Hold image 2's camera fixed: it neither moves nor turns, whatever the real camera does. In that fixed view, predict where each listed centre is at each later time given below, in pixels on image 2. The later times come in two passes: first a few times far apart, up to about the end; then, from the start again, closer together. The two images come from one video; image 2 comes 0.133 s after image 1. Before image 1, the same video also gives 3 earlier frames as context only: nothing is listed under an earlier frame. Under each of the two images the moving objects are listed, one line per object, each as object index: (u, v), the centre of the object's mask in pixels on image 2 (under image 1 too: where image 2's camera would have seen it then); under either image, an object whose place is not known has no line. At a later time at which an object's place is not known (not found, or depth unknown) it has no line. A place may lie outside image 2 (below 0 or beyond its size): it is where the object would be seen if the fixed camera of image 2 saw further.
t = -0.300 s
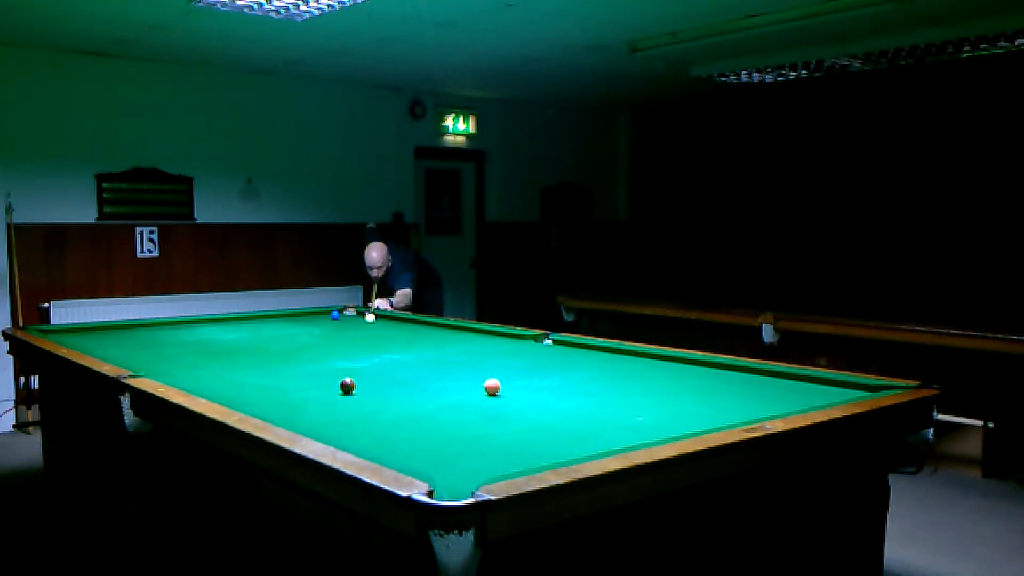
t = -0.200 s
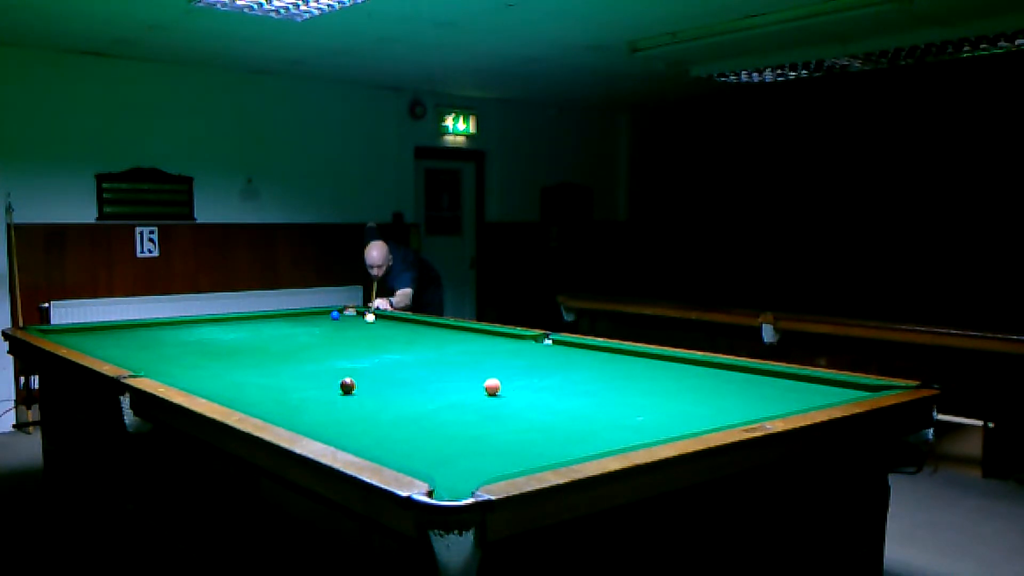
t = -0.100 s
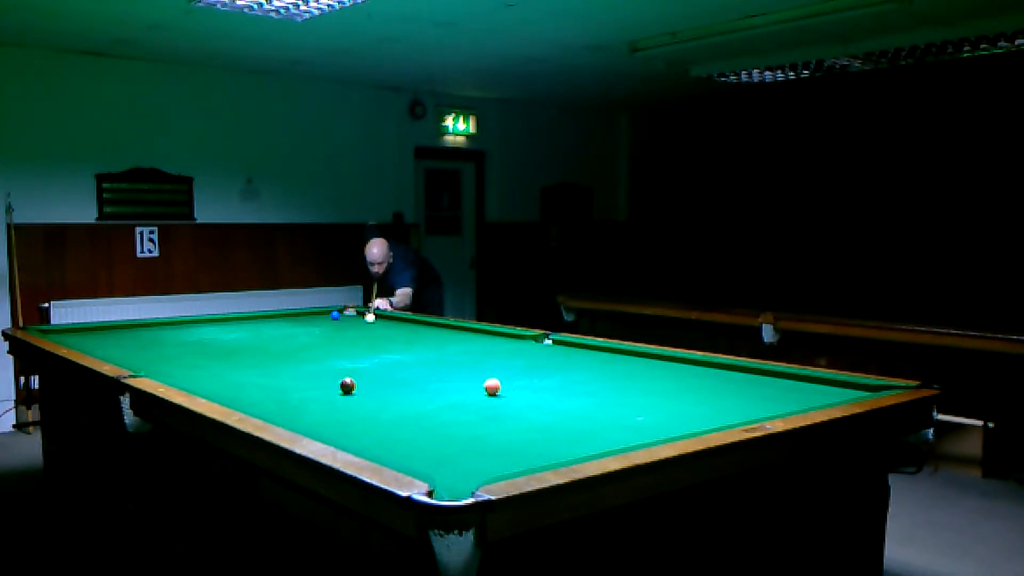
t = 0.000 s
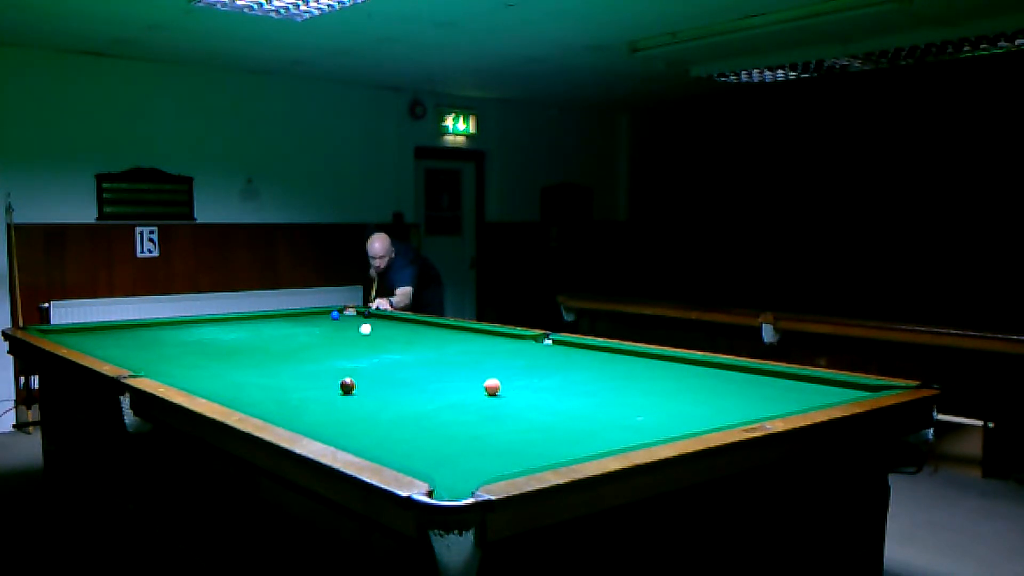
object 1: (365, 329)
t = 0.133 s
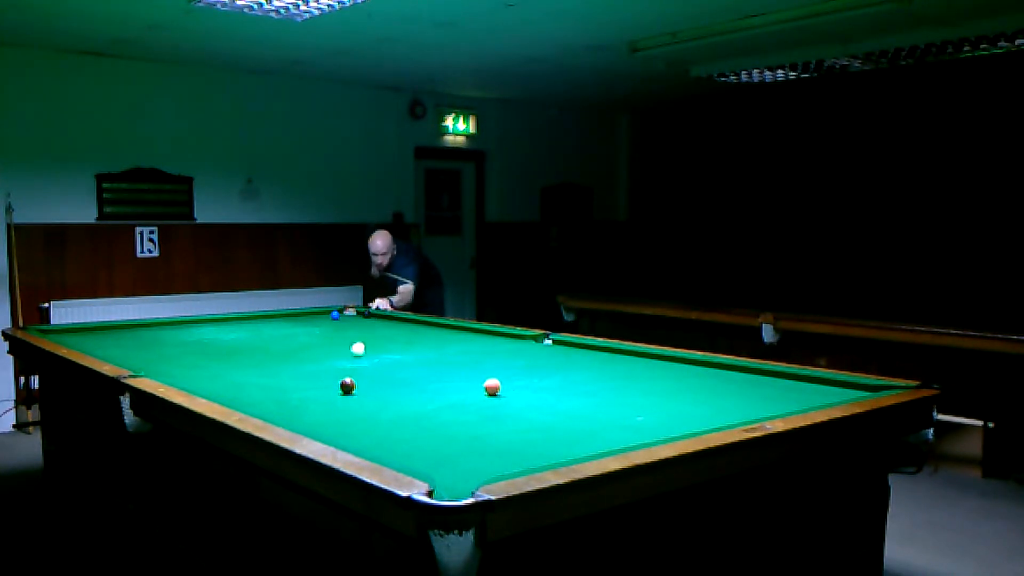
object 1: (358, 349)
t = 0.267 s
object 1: (348, 374)
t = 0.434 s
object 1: (318, 382)
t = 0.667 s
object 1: (279, 382)
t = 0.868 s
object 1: (248, 384)
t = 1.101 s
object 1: (211, 385)
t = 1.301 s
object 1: (204, 385)
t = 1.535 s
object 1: (218, 383)
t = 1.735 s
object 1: (230, 379)
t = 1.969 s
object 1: (241, 376)
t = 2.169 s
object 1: (249, 373)
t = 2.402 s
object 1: (258, 371)
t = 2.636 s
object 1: (265, 369)
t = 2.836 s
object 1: (271, 368)
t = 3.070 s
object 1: (277, 366)
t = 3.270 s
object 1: (281, 365)
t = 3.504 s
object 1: (285, 364)
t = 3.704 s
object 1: (287, 363)
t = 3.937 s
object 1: (290, 362)
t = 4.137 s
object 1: (292, 362)
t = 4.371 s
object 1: (292, 362)
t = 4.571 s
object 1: (293, 362)
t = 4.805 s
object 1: (293, 362)
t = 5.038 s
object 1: (293, 362)
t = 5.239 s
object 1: (293, 362)
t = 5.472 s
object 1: (293, 362)
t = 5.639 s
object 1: (293, 362)
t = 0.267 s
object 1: (348, 374)
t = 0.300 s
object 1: (342, 379)
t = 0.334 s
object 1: (336, 381)
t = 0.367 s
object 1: (329, 381)
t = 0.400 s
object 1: (323, 381)
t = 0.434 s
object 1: (318, 382)
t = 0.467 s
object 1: (312, 382)
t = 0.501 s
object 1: (306, 382)
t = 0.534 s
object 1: (301, 382)
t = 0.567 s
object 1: (296, 382)
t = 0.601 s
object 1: (290, 382)
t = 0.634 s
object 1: (285, 382)
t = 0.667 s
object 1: (279, 382)
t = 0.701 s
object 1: (274, 383)
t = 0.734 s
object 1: (269, 383)
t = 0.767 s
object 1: (263, 383)
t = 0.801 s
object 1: (258, 383)
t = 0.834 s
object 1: (253, 383)
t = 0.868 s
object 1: (248, 384)
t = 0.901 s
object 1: (242, 383)
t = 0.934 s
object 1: (237, 384)
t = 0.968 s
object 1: (232, 384)
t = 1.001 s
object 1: (227, 384)
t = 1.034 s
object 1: (221, 385)
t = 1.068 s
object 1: (216, 385)
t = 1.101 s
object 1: (211, 385)
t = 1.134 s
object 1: (206, 385)
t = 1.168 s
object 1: (201, 385)
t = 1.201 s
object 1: (198, 385)
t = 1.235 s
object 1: (200, 385)
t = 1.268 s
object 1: (202, 385)
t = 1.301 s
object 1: (204, 385)
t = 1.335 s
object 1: (206, 385)
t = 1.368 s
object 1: (208, 385)
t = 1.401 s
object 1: (210, 385)
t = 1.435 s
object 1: (212, 385)
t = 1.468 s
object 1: (214, 384)
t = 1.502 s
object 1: (216, 384)
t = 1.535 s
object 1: (218, 383)
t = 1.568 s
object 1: (220, 383)
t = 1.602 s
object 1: (222, 382)
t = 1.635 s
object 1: (224, 381)
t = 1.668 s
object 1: (226, 380)
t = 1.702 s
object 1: (228, 380)
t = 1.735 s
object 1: (230, 379)
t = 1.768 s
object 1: (231, 379)
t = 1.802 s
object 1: (233, 378)
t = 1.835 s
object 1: (235, 378)
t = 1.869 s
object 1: (236, 378)
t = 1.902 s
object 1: (238, 377)
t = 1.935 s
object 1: (239, 377)
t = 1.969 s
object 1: (241, 376)
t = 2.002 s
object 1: (242, 376)
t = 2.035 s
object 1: (244, 375)
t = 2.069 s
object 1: (245, 375)
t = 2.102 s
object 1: (247, 375)
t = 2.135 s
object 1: (248, 374)
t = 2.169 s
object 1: (249, 373)
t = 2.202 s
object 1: (251, 373)
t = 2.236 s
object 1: (252, 373)
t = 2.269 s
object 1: (253, 373)
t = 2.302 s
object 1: (254, 372)
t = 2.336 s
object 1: (256, 371)
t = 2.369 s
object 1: (257, 371)
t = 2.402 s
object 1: (258, 371)
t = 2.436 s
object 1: (259, 371)
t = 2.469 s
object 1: (260, 371)
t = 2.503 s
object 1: (261, 370)
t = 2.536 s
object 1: (262, 370)
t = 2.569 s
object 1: (263, 370)
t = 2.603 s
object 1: (264, 369)
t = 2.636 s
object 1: (265, 369)
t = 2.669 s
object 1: (266, 369)
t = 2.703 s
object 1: (267, 369)
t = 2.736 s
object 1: (268, 368)
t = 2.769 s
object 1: (269, 368)
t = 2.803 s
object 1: (270, 368)
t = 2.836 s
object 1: (271, 368)
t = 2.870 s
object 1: (272, 367)
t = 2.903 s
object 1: (273, 367)
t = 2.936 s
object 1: (273, 367)
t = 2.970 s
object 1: (274, 367)
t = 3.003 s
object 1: (275, 366)
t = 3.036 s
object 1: (276, 366)
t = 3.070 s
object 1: (277, 366)
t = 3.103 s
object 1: (277, 366)
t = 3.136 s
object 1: (278, 366)
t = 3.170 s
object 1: (279, 366)
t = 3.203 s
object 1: (280, 365)
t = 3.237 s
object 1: (280, 365)
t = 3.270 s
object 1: (281, 365)
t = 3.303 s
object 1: (281, 365)
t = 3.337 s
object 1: (282, 365)
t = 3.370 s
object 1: (283, 364)
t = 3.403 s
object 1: (283, 364)
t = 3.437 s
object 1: (284, 364)
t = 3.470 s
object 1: (284, 364)
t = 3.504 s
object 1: (285, 364)
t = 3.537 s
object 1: (285, 364)
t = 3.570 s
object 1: (286, 363)
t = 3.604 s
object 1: (286, 363)
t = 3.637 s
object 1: (287, 363)
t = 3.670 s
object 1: (287, 363)
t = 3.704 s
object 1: (287, 363)
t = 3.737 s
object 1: (288, 363)
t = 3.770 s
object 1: (288, 363)
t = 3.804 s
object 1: (289, 363)
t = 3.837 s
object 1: (289, 363)
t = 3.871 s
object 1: (289, 363)
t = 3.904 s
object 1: (290, 363)
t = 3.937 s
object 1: (290, 362)
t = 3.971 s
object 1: (290, 362)
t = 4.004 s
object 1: (291, 362)
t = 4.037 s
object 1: (291, 362)
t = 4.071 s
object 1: (291, 362)
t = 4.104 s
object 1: (292, 362)
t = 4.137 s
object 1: (292, 362)
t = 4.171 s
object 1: (292, 362)
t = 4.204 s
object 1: (292, 362)
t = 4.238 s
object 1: (292, 362)
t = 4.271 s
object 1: (292, 362)
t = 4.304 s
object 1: (292, 362)
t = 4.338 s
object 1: (292, 362)
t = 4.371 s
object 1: (292, 362)
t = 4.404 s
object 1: (293, 362)
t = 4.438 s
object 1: (293, 362)
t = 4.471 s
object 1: (293, 362)
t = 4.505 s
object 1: (293, 362)
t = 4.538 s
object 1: (293, 362)
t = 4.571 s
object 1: (293, 362)
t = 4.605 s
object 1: (293, 362)
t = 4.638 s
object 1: (293, 362)
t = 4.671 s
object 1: (293, 362)
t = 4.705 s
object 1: (293, 362)
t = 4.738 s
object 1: (293, 362)
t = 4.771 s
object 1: (293, 362)
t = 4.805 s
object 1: (293, 362)
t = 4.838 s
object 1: (293, 362)
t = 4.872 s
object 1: (293, 362)
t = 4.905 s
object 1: (293, 362)
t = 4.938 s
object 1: (293, 362)
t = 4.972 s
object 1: (293, 362)
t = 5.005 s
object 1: (293, 362)
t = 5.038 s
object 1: (293, 362)
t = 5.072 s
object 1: (293, 362)
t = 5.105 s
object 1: (293, 362)
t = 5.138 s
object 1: (293, 362)
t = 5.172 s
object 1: (293, 362)
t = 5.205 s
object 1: (293, 362)
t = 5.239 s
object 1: (293, 362)
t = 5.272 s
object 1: (293, 362)
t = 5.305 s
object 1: (293, 362)
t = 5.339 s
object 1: (293, 362)
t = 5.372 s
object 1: (293, 362)
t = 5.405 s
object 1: (293, 362)
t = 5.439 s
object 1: (293, 362)
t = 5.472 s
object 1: (293, 362)
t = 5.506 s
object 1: (293, 362)
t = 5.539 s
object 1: (293, 362)
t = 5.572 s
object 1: (293, 362)
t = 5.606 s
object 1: (293, 362)
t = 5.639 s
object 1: (293, 362)
